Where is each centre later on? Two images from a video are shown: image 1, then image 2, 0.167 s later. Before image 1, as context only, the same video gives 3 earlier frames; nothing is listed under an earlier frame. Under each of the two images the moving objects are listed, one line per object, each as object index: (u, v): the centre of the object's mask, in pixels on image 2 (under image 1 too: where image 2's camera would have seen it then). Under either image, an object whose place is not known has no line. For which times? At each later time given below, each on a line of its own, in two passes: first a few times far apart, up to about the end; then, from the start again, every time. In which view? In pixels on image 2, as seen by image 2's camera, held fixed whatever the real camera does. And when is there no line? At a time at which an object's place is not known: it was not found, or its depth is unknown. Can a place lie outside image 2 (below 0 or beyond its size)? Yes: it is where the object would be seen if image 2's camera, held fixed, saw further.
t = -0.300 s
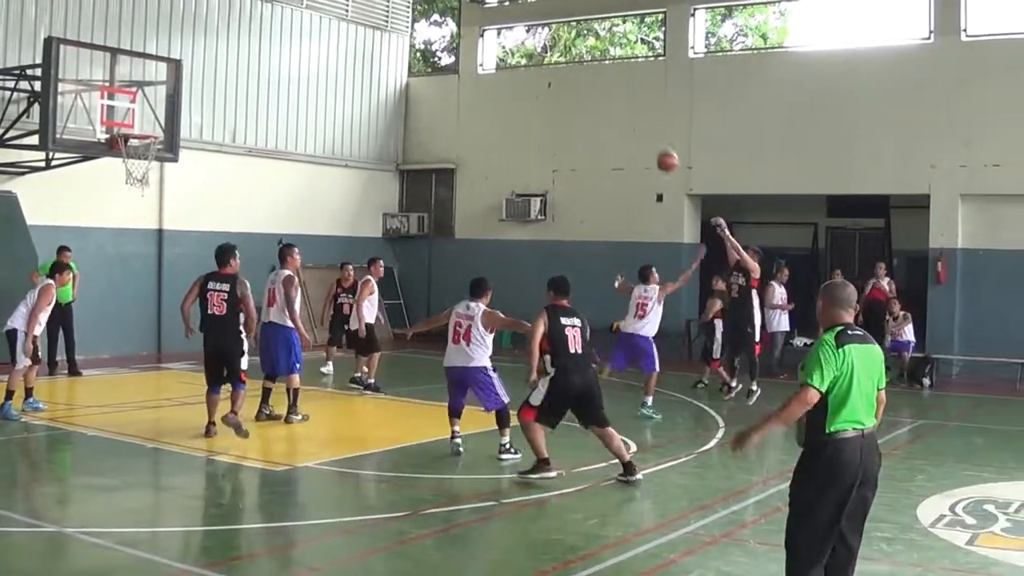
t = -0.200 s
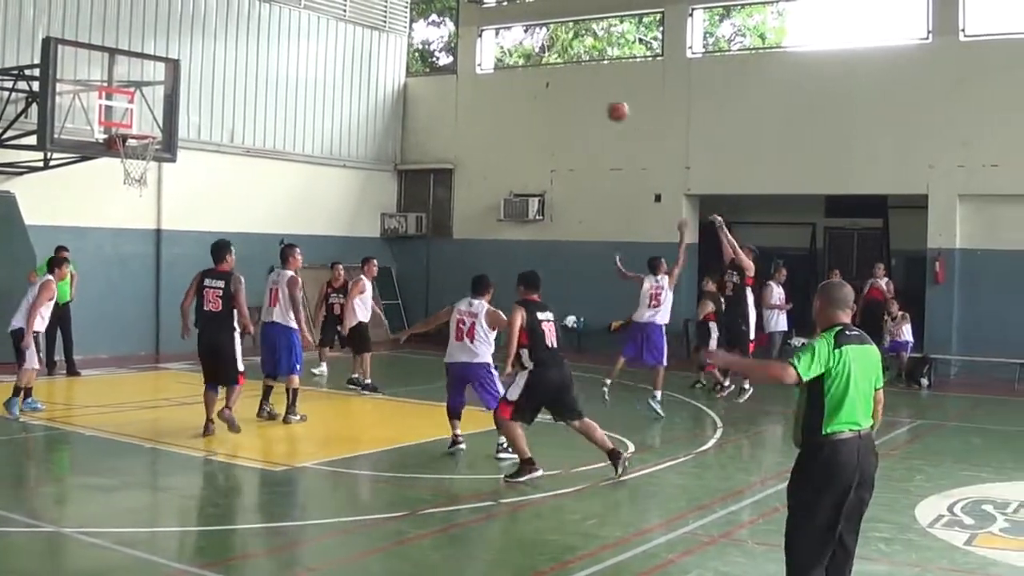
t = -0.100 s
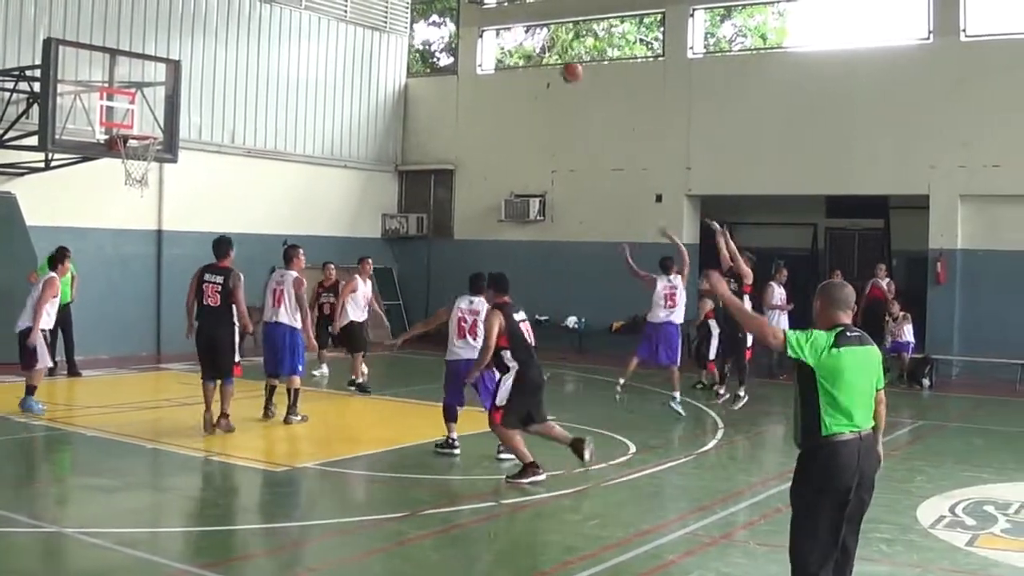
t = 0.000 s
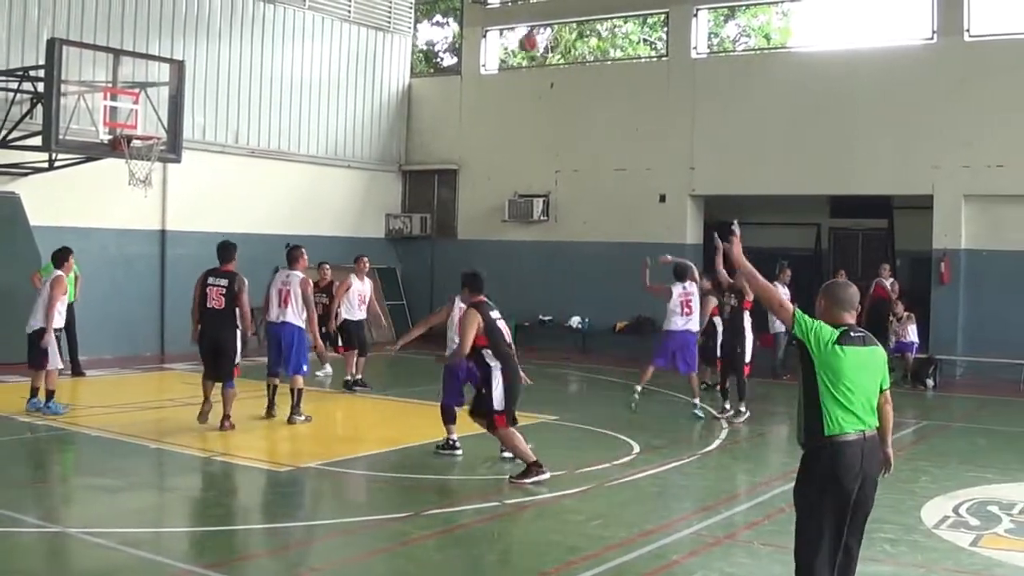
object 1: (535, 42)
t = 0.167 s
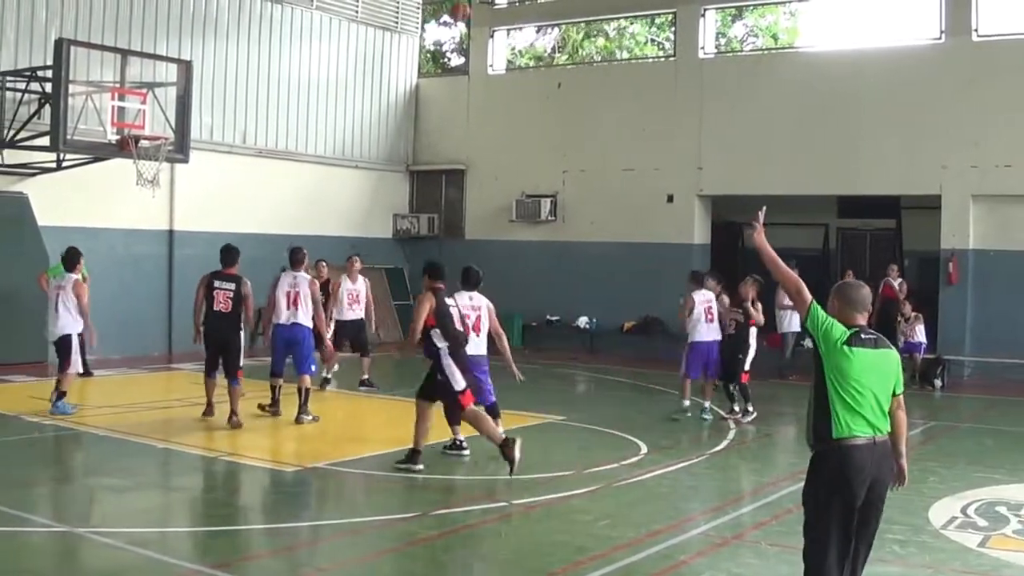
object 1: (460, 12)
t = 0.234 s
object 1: (430, 7)
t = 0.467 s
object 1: (326, 20)
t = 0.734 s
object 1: (214, 88)
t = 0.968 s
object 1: (181, 107)
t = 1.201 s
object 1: (195, 101)
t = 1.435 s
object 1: (210, 138)
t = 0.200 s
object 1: (445, 8)
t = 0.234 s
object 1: (430, 7)
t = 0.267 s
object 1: (415, 7)
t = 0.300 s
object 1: (399, 7)
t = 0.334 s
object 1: (385, 8)
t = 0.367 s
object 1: (370, 9)
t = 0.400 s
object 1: (355, 11)
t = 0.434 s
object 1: (341, 15)
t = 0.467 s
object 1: (326, 20)
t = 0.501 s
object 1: (312, 25)
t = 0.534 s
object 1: (297, 31)
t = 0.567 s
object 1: (283, 39)
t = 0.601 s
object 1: (269, 47)
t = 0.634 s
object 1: (255, 56)
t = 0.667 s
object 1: (241, 66)
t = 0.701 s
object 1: (227, 76)
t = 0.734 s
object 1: (214, 88)
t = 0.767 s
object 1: (200, 100)
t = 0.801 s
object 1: (189, 115)
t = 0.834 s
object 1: (173, 128)
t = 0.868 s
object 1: (174, 125)
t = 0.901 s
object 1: (176, 119)
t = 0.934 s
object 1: (178, 112)
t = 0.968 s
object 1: (181, 107)
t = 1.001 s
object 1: (182, 104)
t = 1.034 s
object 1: (184, 103)
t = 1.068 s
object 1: (188, 101)
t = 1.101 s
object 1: (190, 99)
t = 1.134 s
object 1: (191, 99)
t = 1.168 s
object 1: (193, 100)
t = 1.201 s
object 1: (195, 101)
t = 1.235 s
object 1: (198, 104)
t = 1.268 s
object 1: (200, 107)
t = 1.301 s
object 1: (202, 112)
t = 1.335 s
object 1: (204, 117)
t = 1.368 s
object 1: (207, 123)
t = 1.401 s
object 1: (208, 130)
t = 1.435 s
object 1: (210, 138)
